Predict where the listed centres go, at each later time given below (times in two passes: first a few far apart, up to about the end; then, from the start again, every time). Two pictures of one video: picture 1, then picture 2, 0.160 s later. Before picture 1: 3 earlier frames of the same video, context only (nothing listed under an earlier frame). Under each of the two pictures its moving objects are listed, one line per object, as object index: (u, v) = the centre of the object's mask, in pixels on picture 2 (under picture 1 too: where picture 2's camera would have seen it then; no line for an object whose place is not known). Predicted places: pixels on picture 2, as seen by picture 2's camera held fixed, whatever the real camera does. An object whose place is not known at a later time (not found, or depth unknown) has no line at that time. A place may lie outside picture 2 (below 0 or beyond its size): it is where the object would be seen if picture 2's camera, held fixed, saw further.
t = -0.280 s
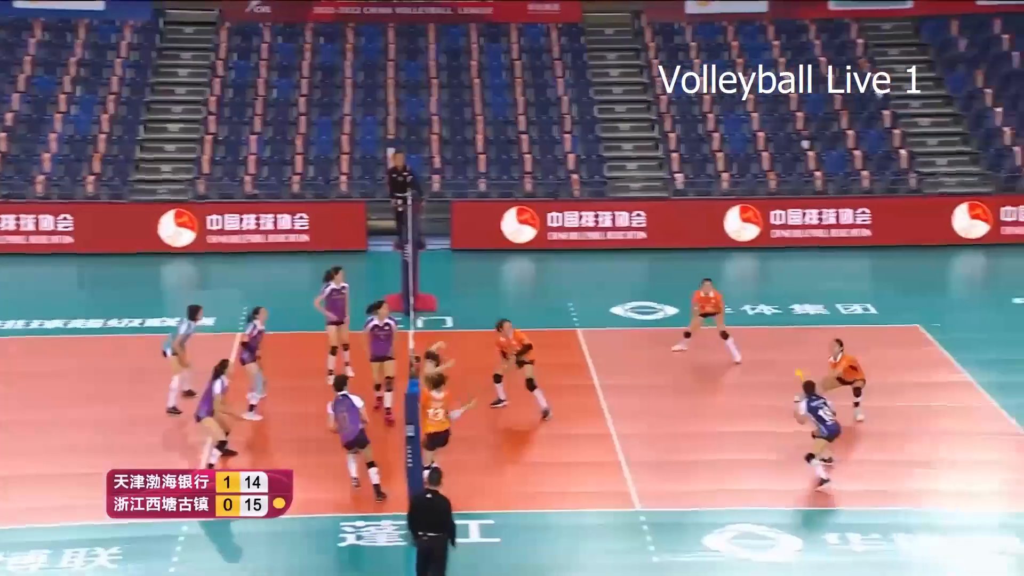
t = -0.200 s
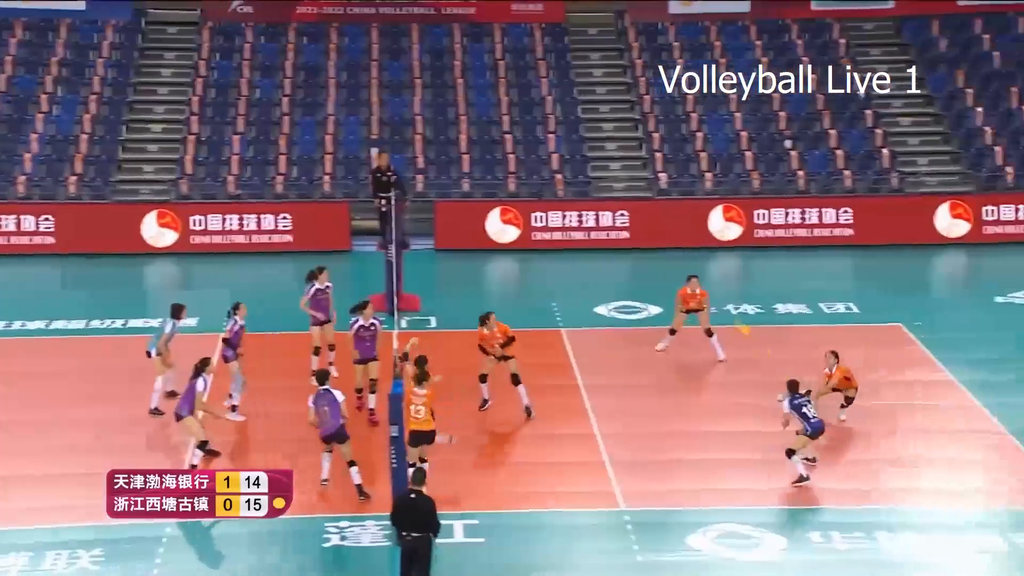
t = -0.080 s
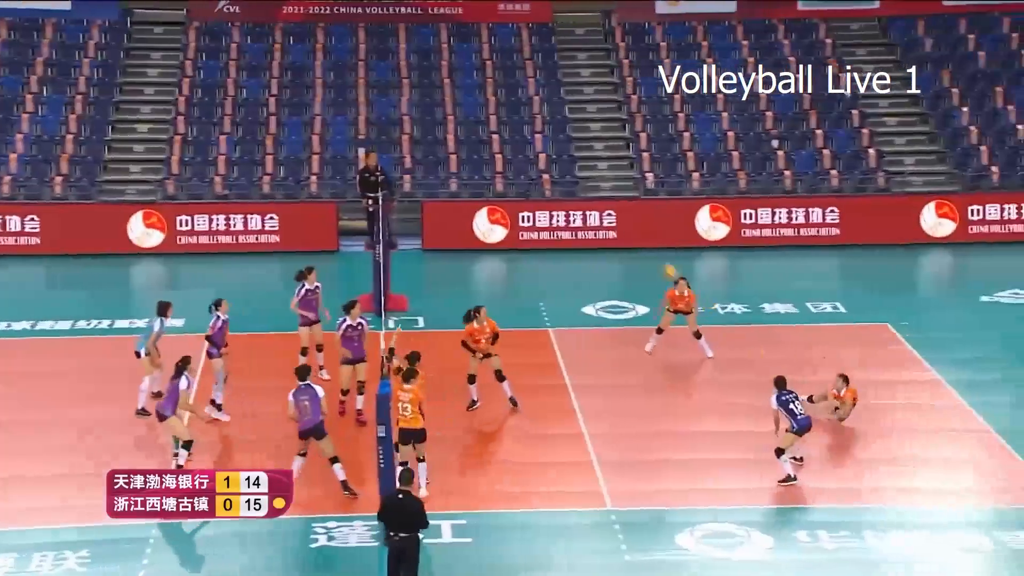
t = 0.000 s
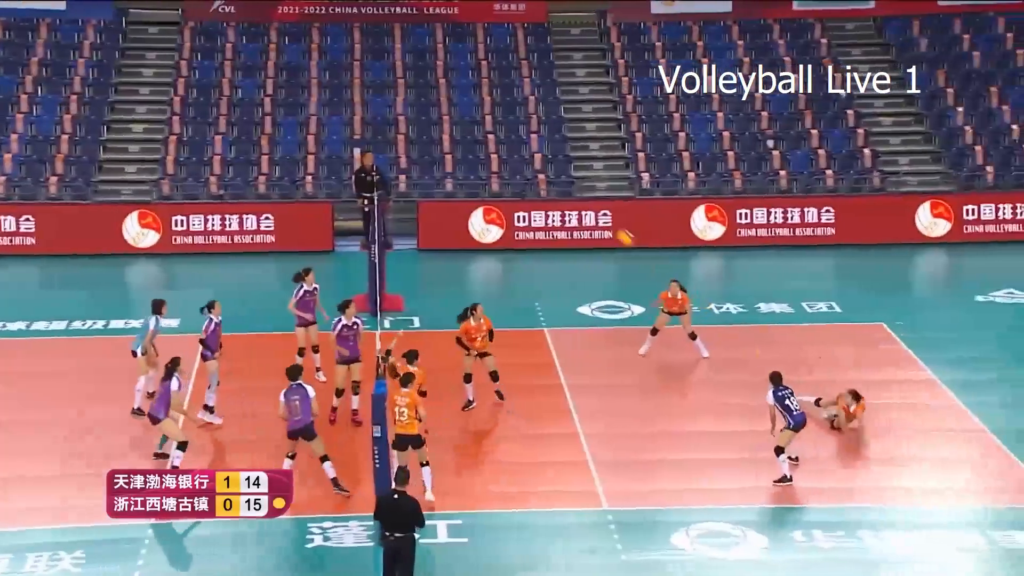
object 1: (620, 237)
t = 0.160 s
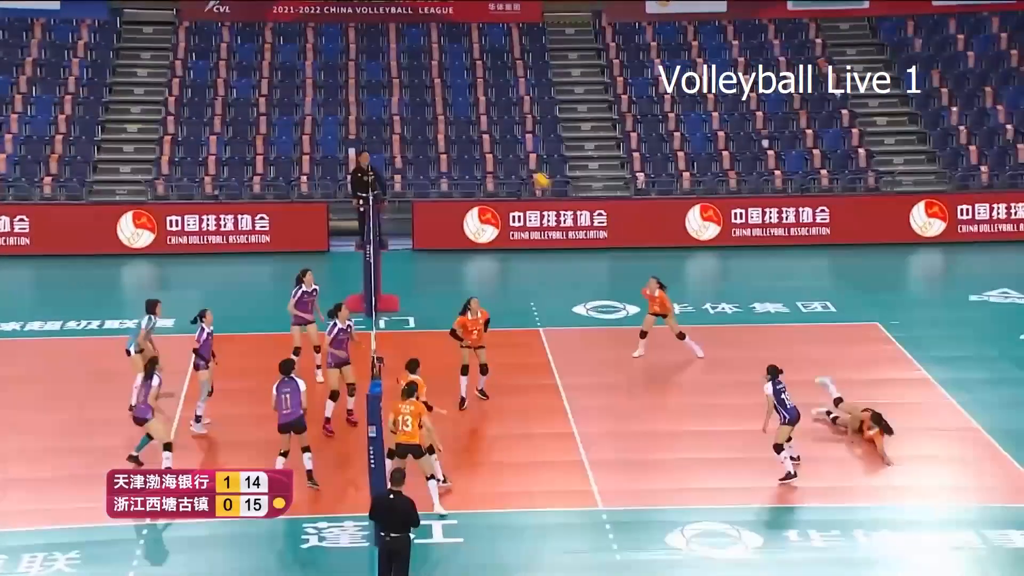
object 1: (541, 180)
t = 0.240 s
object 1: (503, 157)
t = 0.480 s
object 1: (391, 112)
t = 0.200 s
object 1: (522, 169)
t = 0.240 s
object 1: (503, 157)
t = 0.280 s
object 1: (484, 144)
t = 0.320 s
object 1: (465, 138)
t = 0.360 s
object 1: (448, 130)
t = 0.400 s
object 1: (427, 123)
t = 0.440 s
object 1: (409, 116)
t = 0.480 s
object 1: (391, 112)
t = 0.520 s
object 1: (373, 107)
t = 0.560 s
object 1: (355, 104)
